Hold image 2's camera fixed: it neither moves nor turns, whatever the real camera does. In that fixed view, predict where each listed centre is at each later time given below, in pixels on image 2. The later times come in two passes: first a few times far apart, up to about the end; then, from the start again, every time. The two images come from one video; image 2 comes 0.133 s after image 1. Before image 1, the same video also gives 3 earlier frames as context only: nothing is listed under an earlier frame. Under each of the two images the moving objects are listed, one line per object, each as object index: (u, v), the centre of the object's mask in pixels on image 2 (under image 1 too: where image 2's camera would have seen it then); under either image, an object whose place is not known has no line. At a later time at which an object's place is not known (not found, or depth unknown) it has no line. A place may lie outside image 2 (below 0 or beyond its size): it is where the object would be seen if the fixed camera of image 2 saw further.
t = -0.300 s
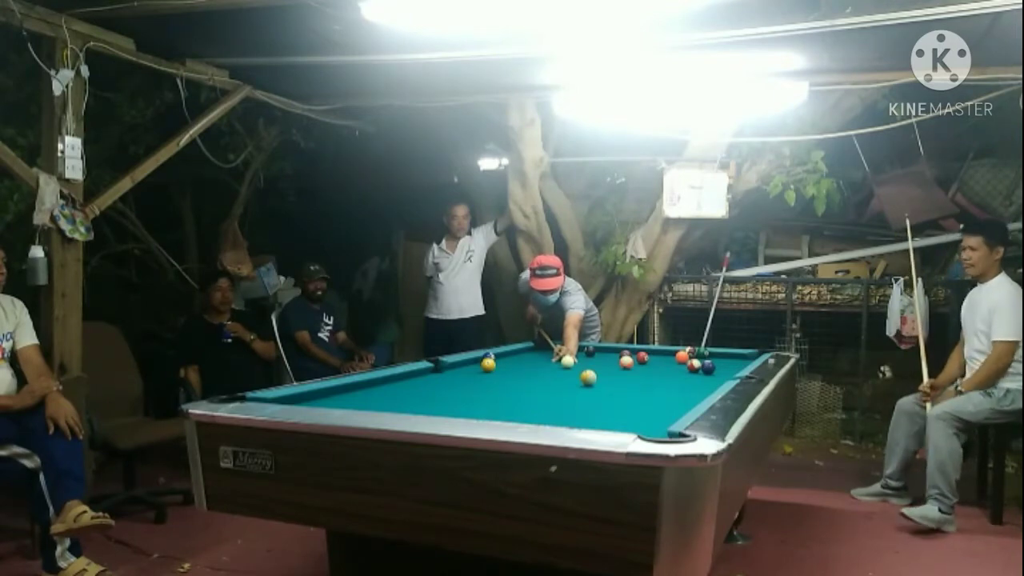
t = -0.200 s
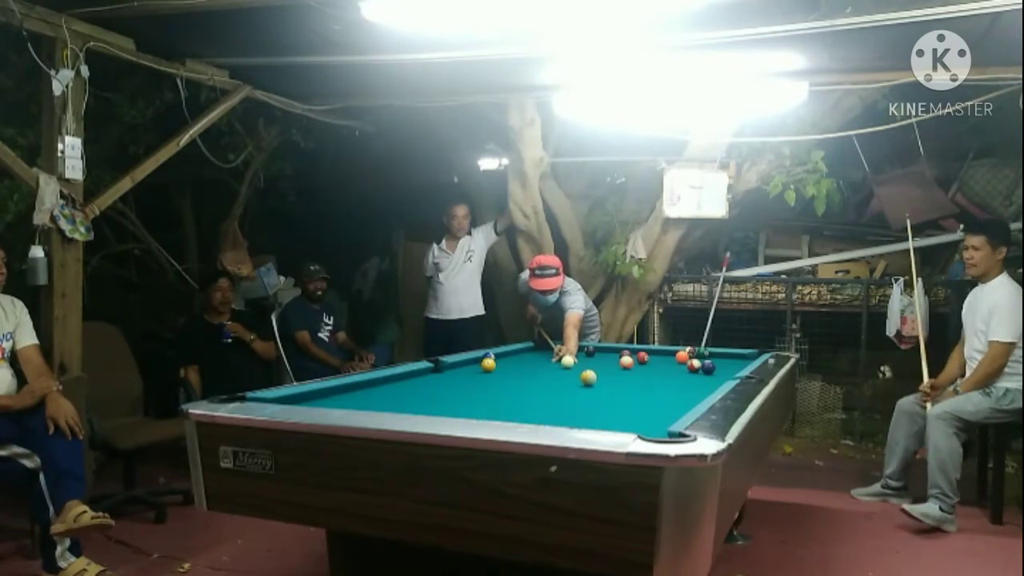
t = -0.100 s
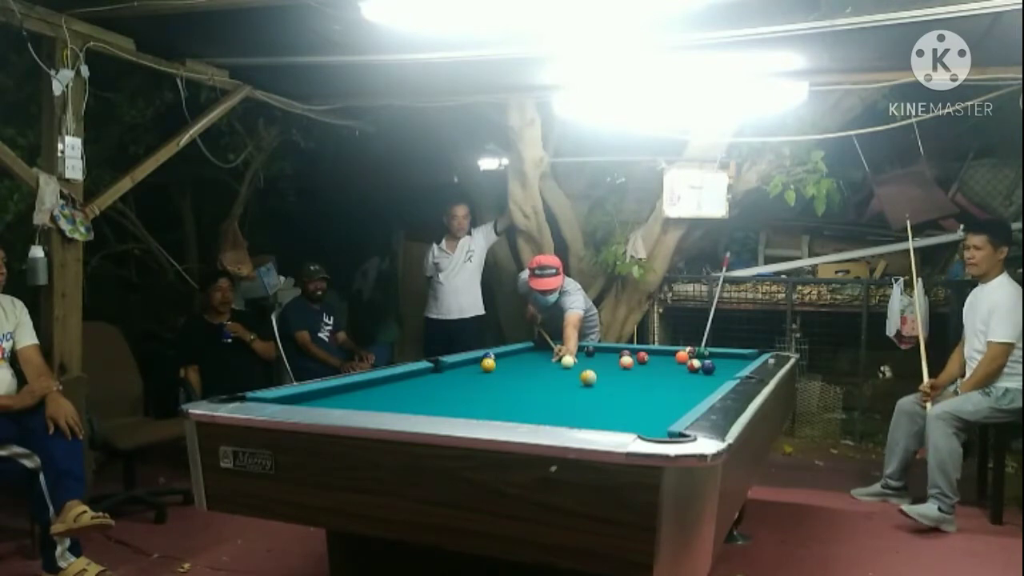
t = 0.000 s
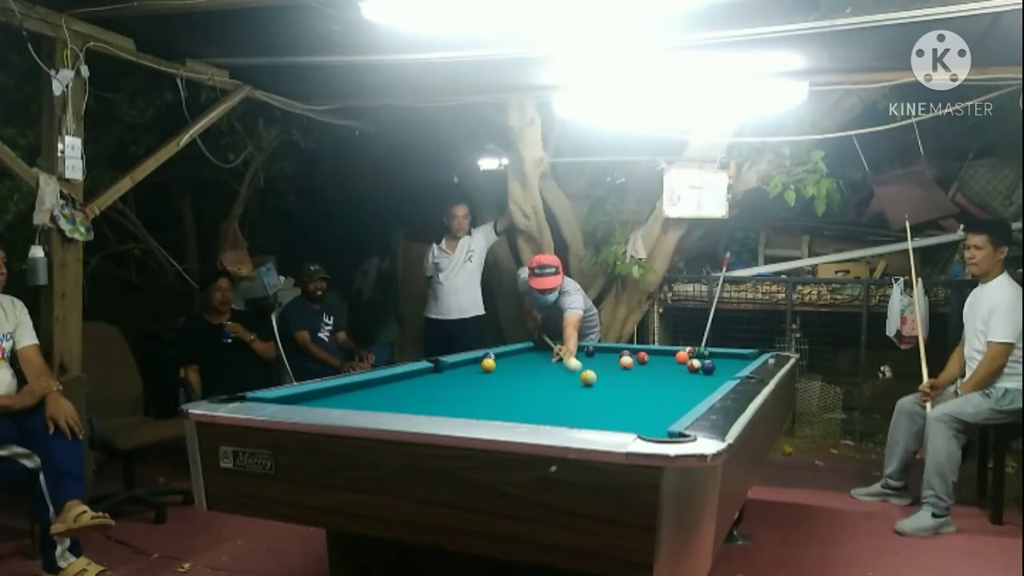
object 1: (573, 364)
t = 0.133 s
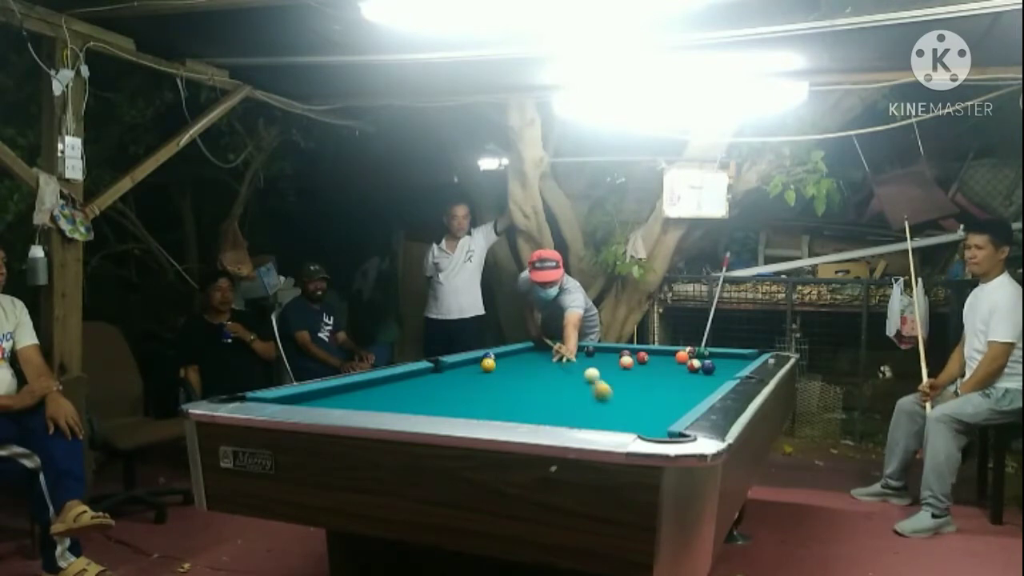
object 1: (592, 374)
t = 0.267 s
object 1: (599, 375)
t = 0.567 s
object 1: (613, 374)
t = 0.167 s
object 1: (594, 375)
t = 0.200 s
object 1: (596, 375)
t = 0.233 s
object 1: (597, 375)
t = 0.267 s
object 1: (599, 375)
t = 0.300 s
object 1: (601, 374)
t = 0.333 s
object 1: (602, 374)
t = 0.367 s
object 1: (604, 374)
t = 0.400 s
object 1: (606, 374)
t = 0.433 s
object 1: (607, 374)
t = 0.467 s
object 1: (608, 374)
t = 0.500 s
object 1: (610, 374)
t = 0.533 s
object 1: (611, 374)
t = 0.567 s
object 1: (613, 374)
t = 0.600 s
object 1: (614, 374)
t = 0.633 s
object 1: (616, 374)
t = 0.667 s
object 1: (617, 374)
